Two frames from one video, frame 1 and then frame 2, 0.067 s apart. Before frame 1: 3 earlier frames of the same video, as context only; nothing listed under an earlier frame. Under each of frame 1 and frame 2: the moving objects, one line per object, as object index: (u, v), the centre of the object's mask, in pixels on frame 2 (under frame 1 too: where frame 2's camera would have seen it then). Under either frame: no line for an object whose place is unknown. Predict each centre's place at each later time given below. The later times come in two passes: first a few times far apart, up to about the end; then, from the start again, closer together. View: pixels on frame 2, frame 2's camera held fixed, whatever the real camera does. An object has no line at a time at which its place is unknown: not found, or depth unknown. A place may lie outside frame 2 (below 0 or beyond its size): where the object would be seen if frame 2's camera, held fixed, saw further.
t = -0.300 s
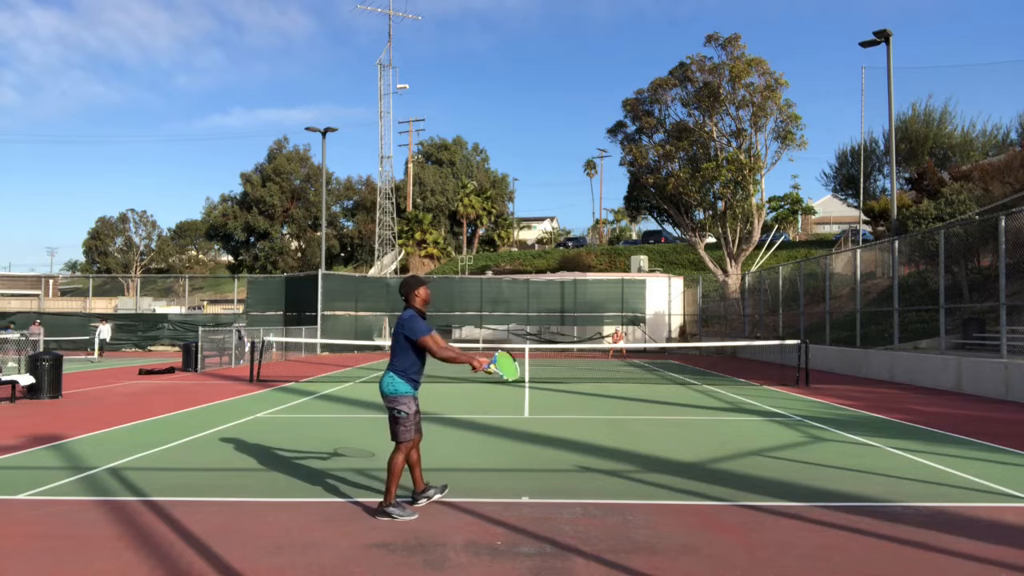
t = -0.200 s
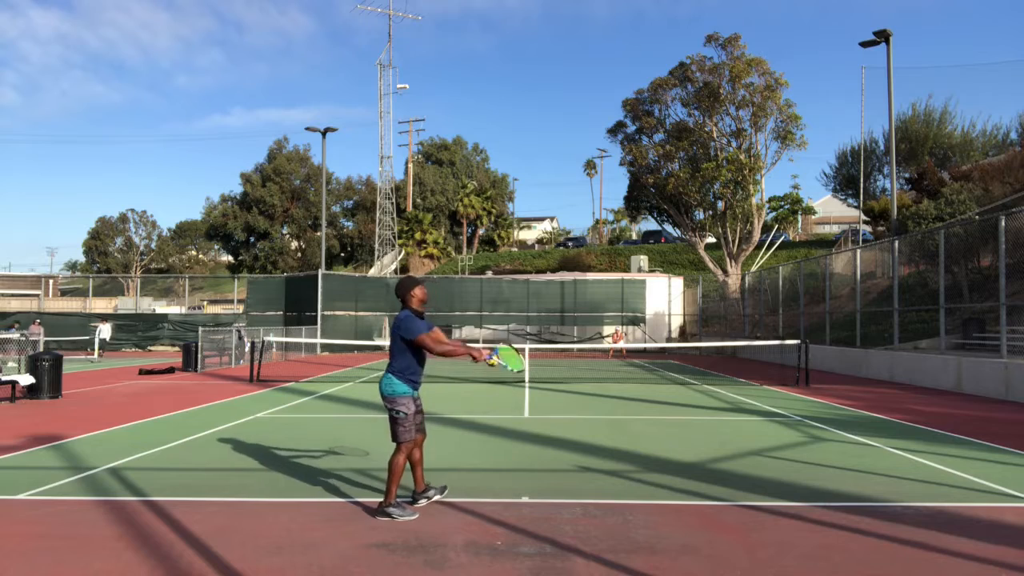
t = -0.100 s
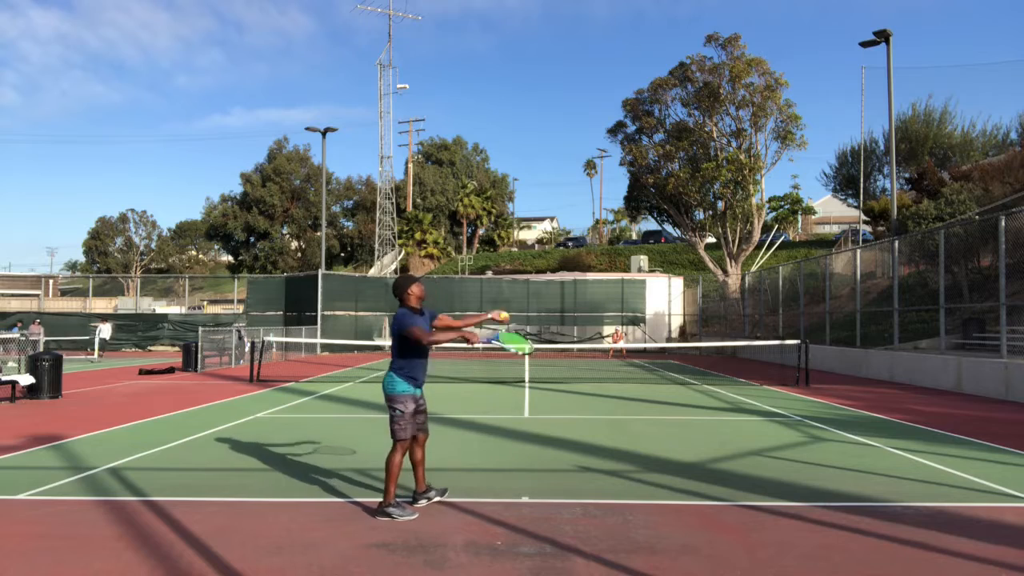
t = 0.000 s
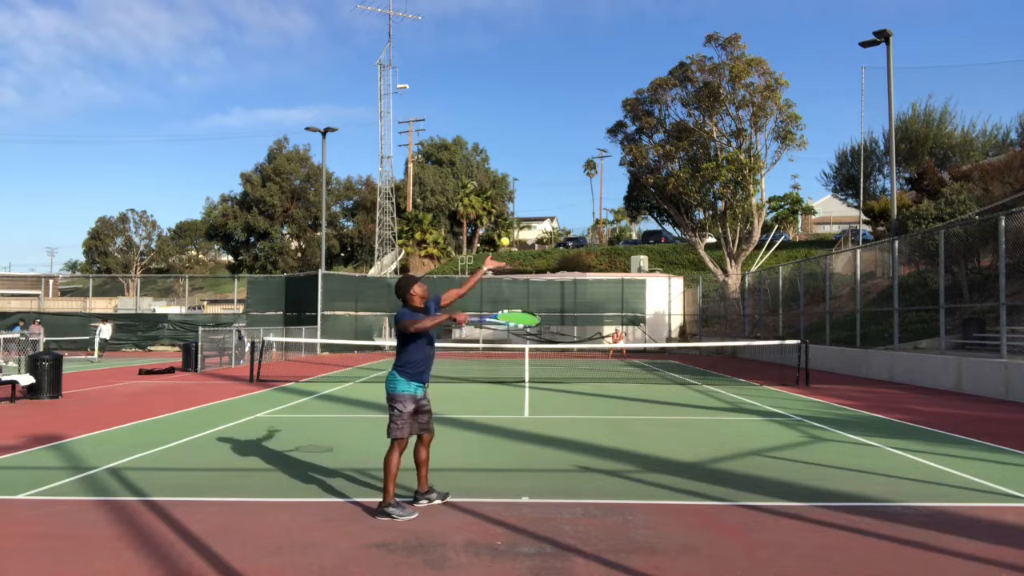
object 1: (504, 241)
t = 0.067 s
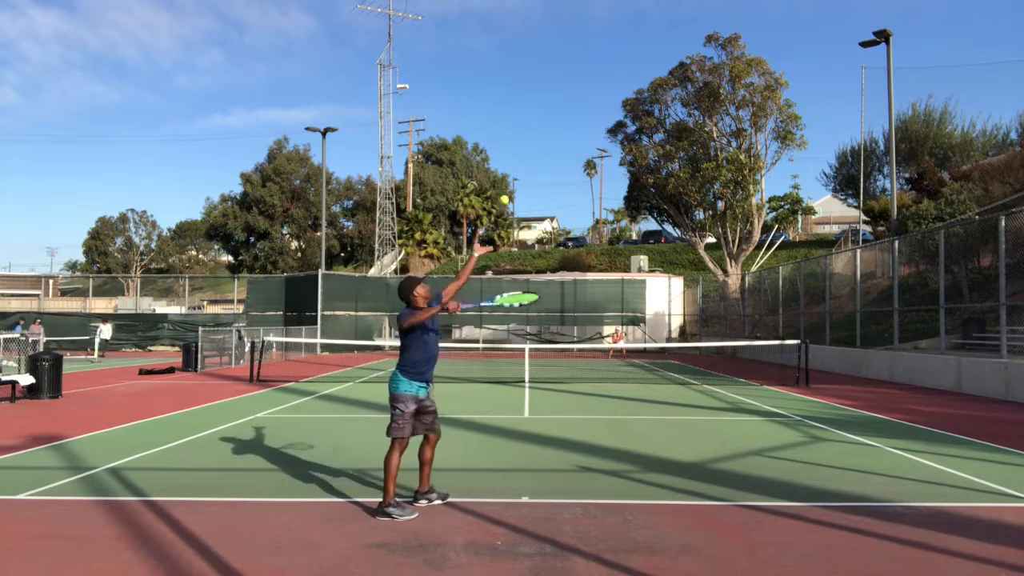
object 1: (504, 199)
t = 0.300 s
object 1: (503, 105)
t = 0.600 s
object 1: (499, 84)
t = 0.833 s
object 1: (496, 137)
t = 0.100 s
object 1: (504, 181)
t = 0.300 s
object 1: (503, 105)
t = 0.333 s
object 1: (502, 97)
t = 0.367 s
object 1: (502, 91)
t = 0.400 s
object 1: (502, 86)
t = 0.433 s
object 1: (501, 82)
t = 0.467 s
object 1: (501, 80)
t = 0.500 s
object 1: (500, 79)
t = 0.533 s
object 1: (500, 80)
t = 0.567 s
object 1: (500, 81)
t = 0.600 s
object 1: (499, 84)
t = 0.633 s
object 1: (499, 88)
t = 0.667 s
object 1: (498, 93)
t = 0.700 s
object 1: (498, 100)
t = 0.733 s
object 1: (497, 107)
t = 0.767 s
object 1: (497, 116)
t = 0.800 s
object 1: (497, 126)
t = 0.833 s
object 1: (496, 137)
